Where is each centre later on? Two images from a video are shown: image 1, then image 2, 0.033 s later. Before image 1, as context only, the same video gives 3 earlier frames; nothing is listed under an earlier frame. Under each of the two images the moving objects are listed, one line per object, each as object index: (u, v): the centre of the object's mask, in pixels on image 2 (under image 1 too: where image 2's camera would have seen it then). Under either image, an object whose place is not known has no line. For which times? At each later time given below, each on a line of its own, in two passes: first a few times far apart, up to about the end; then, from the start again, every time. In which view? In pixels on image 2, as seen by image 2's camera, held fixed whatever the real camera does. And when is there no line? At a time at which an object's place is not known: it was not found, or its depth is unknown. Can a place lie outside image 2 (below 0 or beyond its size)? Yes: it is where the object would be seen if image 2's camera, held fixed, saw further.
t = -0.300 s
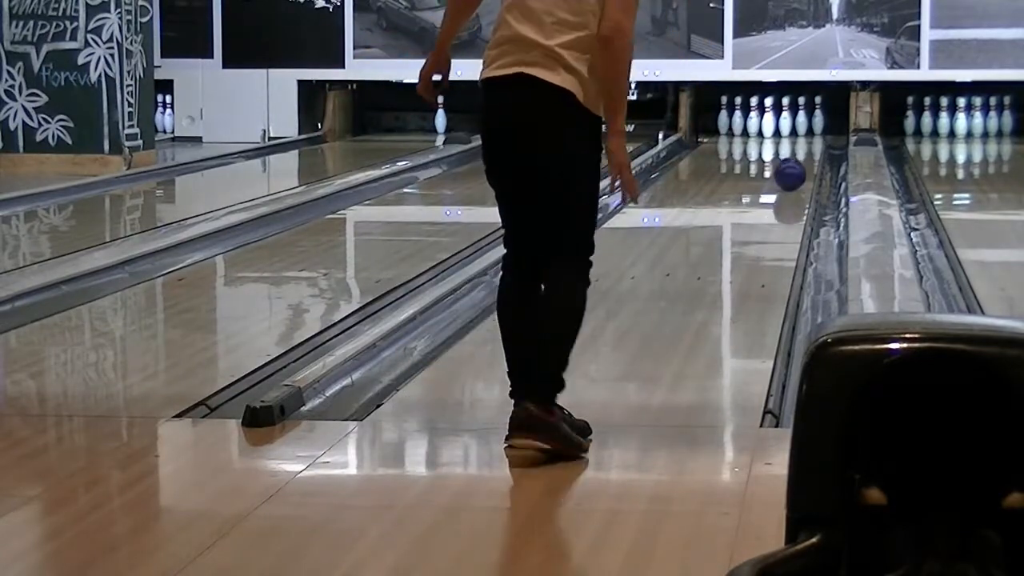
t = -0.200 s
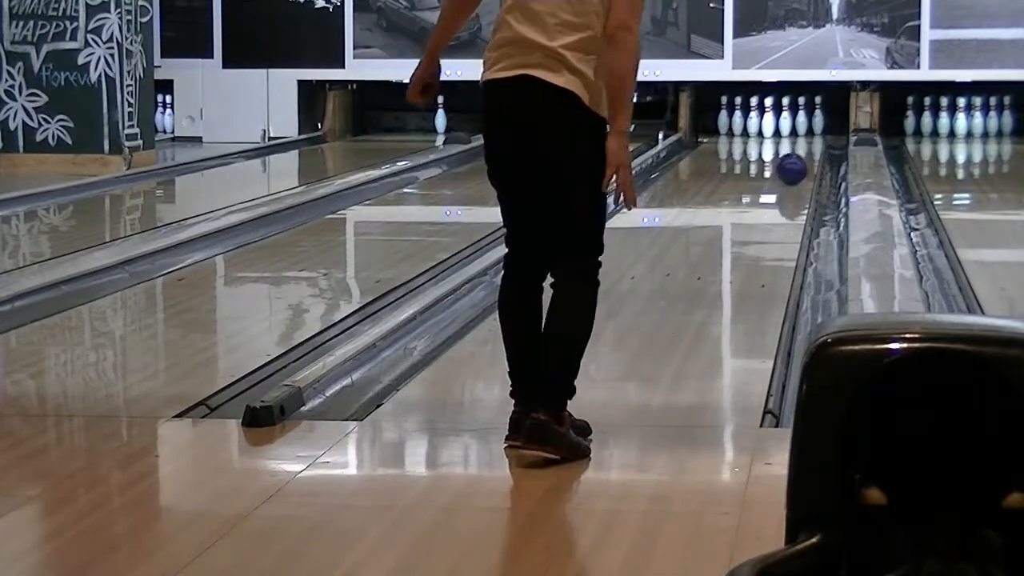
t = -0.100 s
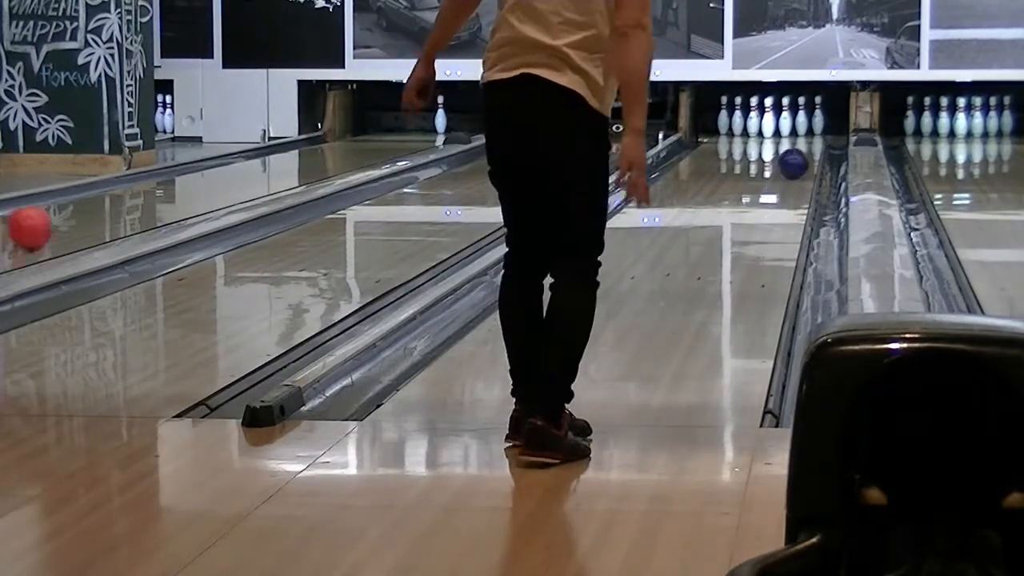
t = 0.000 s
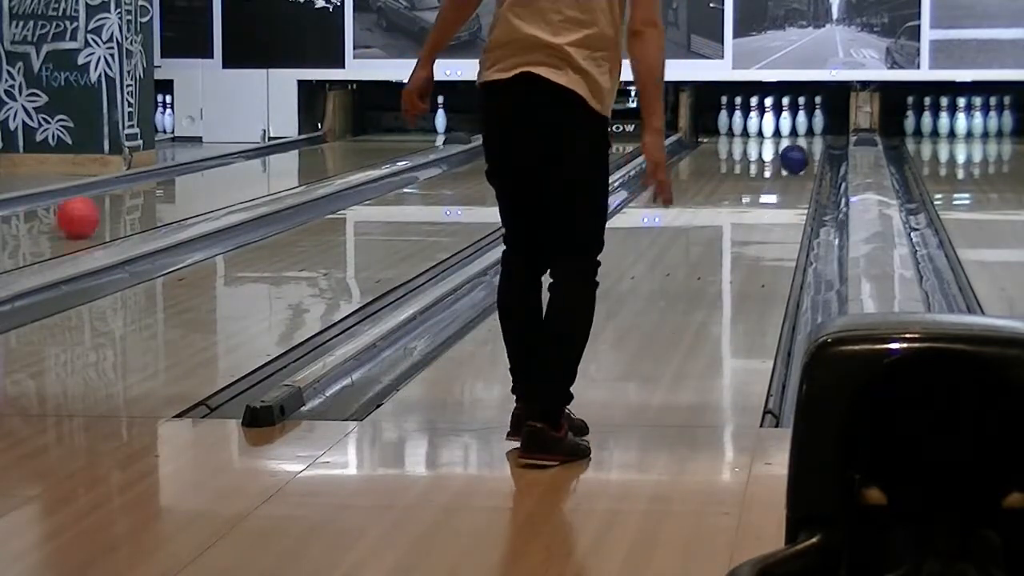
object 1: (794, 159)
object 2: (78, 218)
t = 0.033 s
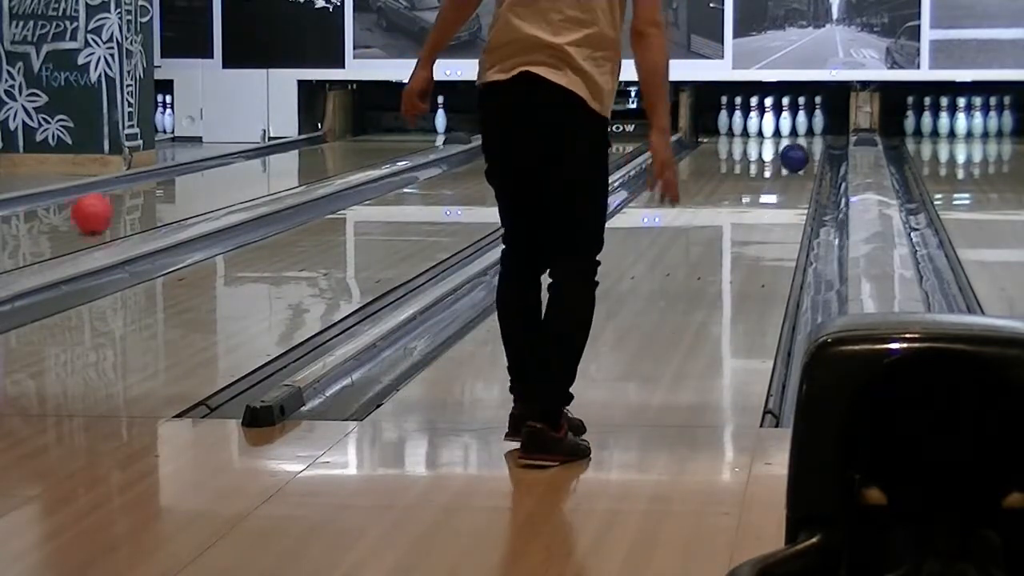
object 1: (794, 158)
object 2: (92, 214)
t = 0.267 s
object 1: (793, 150)
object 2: (180, 193)
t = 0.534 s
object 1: (789, 140)
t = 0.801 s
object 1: (783, 132)
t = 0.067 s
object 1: (794, 156)
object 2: (105, 211)
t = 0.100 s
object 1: (794, 155)
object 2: (120, 207)
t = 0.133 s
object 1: (794, 154)
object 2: (133, 204)
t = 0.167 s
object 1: (794, 153)
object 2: (145, 201)
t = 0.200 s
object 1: (794, 152)
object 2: (157, 199)
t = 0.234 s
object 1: (793, 151)
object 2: (169, 196)
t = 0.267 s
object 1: (793, 150)
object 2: (180, 193)
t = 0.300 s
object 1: (793, 149)
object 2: (191, 190)
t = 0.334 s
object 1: (793, 147)
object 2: (202, 188)
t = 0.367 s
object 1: (792, 145)
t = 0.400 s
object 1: (792, 144)
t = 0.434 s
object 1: (791, 143)
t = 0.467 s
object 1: (791, 142)
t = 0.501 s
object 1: (790, 141)
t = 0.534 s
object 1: (789, 140)
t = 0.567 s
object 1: (788, 139)
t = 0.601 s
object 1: (788, 138)
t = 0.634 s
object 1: (787, 137)
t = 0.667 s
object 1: (786, 136)
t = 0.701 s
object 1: (785, 136)
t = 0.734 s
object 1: (784, 135)
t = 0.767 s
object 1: (783, 134)
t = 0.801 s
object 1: (783, 132)
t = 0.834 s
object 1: (782, 132)
